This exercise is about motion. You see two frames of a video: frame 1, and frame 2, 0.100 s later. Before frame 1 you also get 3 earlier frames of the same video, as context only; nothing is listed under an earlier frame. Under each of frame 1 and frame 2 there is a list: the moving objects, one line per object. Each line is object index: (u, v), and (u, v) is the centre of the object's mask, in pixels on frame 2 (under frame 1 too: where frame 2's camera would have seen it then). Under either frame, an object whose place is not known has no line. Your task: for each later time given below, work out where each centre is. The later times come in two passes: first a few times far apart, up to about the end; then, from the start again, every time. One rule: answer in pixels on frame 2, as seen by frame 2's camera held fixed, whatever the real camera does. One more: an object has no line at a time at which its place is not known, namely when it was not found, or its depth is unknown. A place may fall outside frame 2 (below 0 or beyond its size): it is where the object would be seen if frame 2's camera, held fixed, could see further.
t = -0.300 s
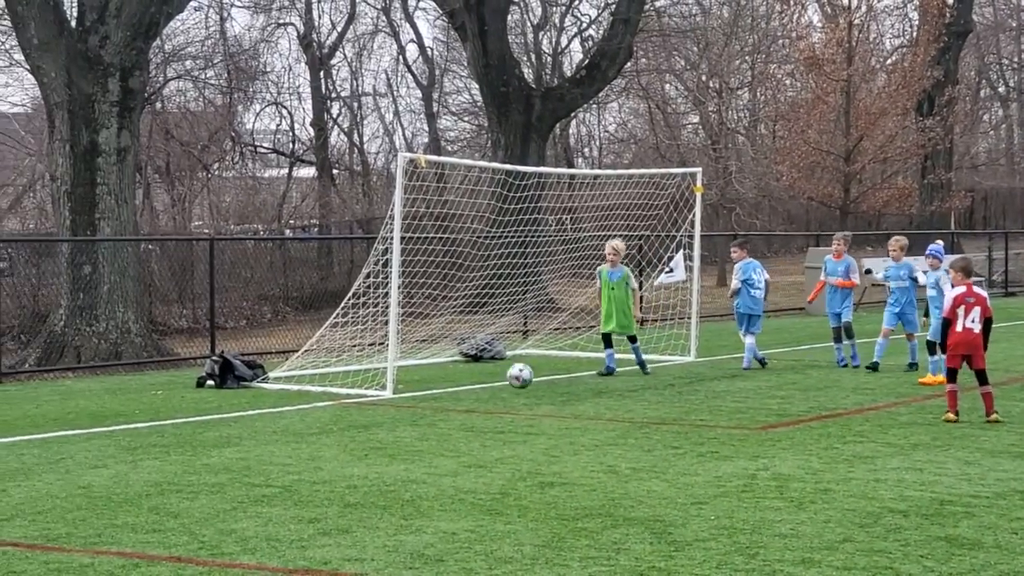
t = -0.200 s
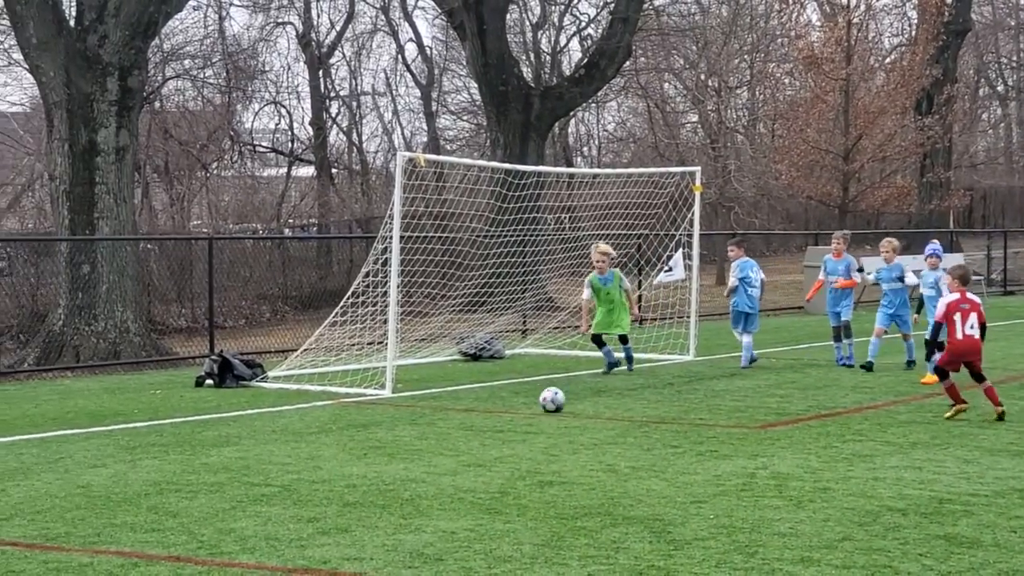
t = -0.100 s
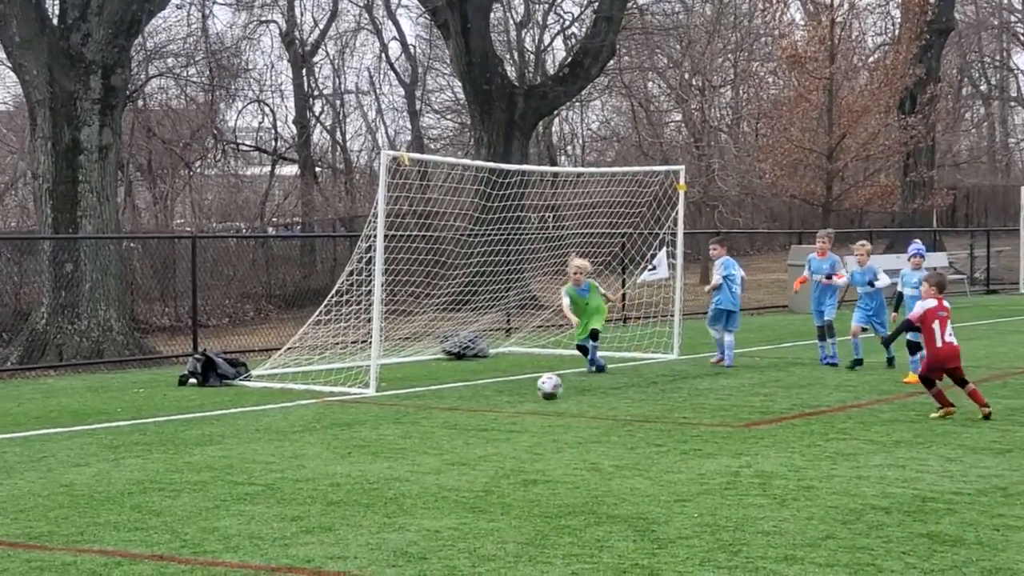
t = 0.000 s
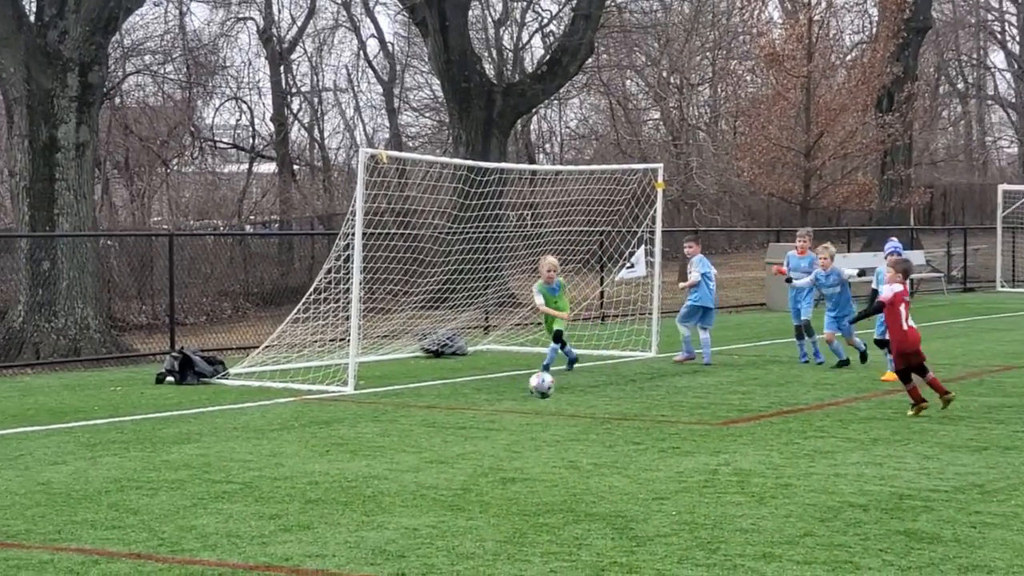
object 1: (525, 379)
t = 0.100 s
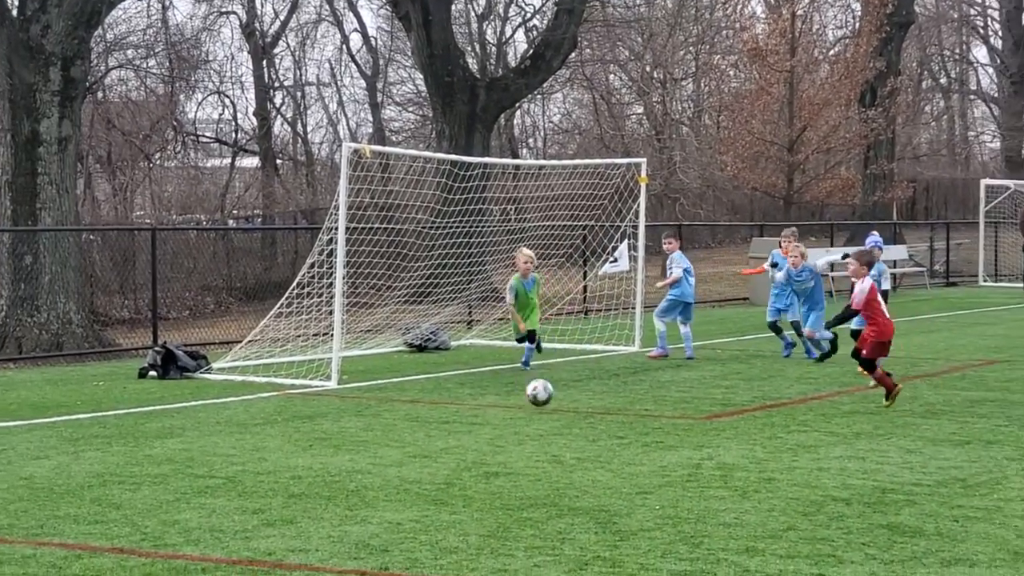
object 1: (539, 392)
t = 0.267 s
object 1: (557, 394)
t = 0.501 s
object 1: (582, 406)
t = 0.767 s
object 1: (612, 418)
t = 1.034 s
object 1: (643, 428)
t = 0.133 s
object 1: (544, 400)
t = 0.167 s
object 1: (547, 399)
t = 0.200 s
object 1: (550, 396)
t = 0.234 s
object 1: (554, 394)
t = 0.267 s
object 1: (557, 394)
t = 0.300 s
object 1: (561, 396)
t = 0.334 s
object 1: (564, 399)
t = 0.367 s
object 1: (567, 404)
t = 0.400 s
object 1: (571, 408)
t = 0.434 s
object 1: (575, 406)
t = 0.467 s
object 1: (578, 405)
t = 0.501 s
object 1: (582, 406)
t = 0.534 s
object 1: (585, 408)
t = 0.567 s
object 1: (589, 412)
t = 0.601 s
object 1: (593, 414)
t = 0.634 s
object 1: (597, 414)
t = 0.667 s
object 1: (601, 415)
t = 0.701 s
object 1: (605, 417)
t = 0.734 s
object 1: (607, 417)
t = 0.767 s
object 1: (612, 418)
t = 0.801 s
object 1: (616, 419)
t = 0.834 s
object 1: (619, 421)
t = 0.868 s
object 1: (622, 422)
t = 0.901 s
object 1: (627, 423)
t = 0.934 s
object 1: (631, 424)
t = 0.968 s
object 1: (635, 425)
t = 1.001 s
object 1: (639, 426)
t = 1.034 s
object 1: (643, 428)
